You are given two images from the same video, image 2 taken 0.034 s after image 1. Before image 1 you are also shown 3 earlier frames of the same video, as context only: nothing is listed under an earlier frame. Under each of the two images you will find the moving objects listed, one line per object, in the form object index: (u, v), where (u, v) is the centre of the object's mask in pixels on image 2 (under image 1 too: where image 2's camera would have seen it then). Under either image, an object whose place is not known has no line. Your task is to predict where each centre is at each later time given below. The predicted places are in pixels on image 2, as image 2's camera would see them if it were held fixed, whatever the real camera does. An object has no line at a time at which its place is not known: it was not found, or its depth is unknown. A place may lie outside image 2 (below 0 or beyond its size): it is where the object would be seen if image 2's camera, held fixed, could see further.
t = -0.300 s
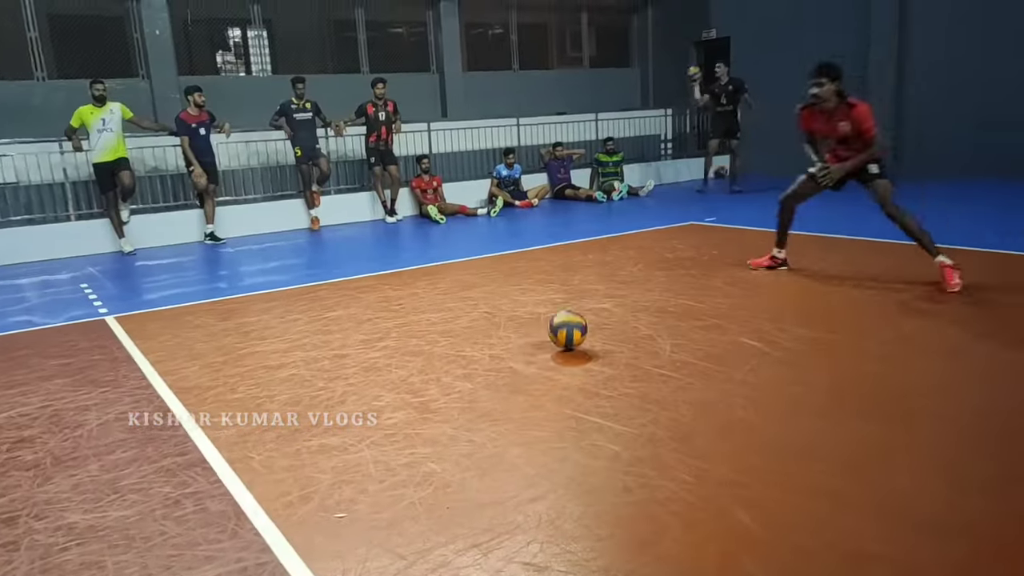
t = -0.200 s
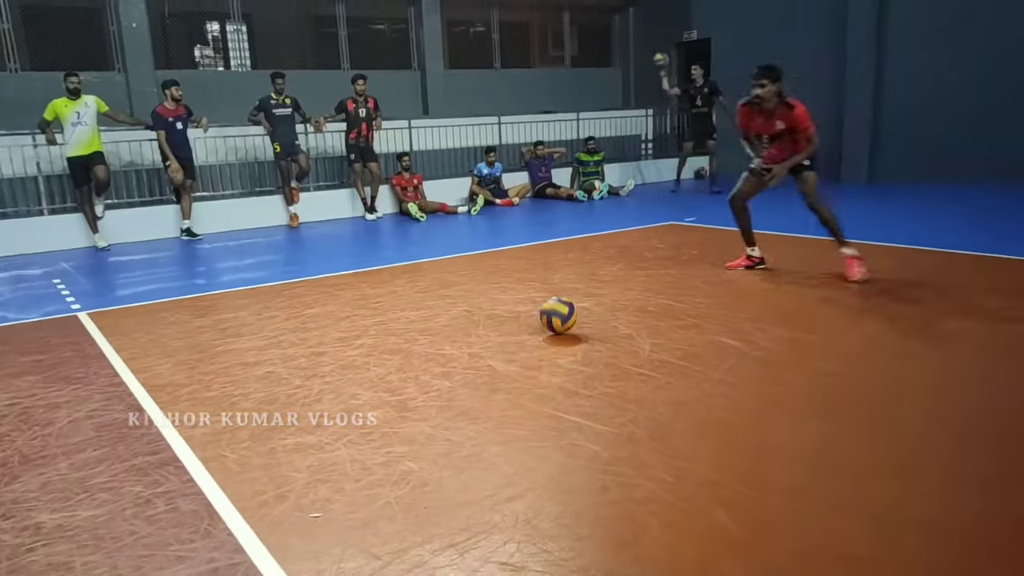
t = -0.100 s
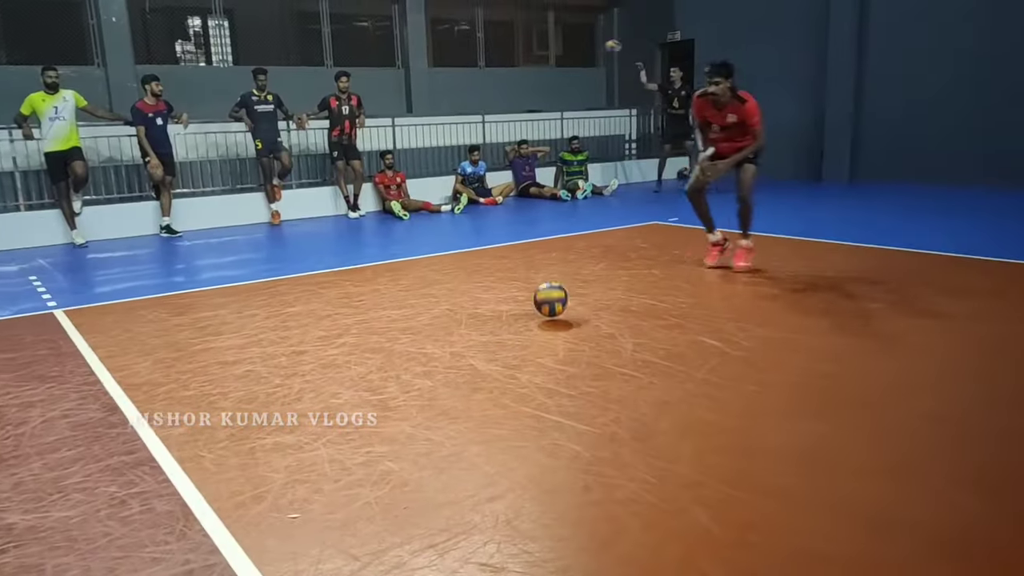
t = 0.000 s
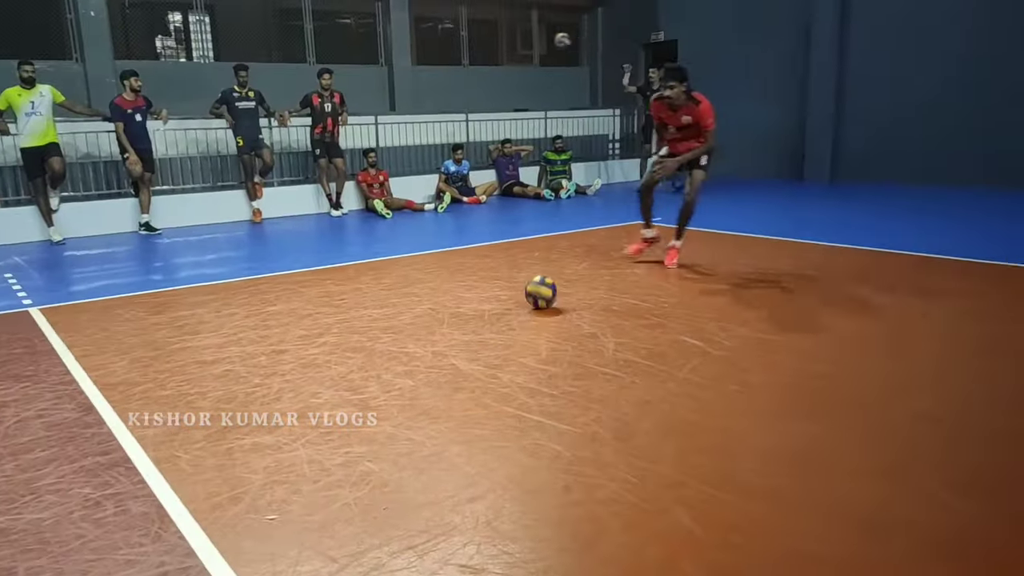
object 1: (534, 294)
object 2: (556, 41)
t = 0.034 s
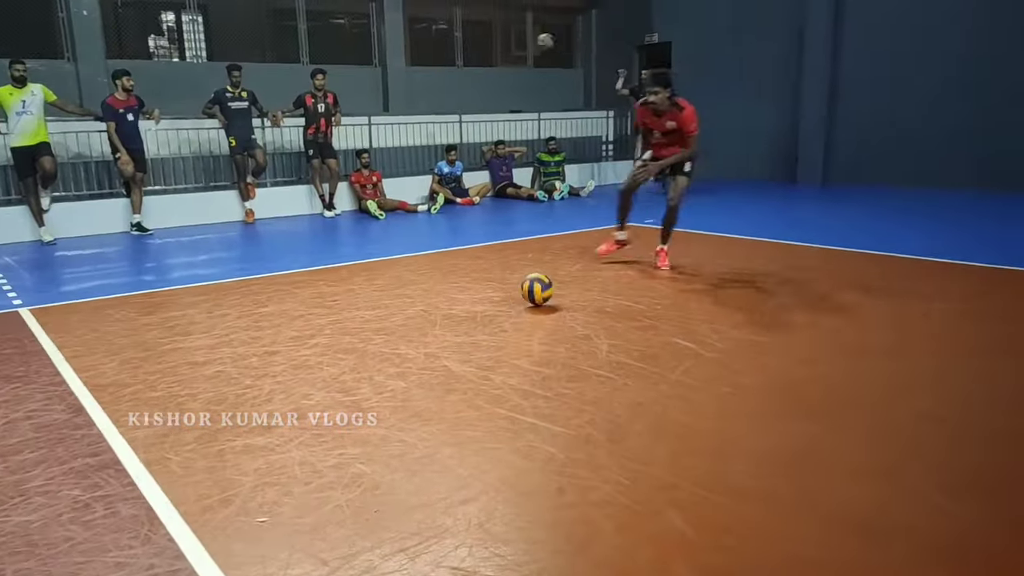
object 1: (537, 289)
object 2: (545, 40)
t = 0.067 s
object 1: (539, 286)
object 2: (532, 40)
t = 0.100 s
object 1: (541, 284)
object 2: (520, 42)
